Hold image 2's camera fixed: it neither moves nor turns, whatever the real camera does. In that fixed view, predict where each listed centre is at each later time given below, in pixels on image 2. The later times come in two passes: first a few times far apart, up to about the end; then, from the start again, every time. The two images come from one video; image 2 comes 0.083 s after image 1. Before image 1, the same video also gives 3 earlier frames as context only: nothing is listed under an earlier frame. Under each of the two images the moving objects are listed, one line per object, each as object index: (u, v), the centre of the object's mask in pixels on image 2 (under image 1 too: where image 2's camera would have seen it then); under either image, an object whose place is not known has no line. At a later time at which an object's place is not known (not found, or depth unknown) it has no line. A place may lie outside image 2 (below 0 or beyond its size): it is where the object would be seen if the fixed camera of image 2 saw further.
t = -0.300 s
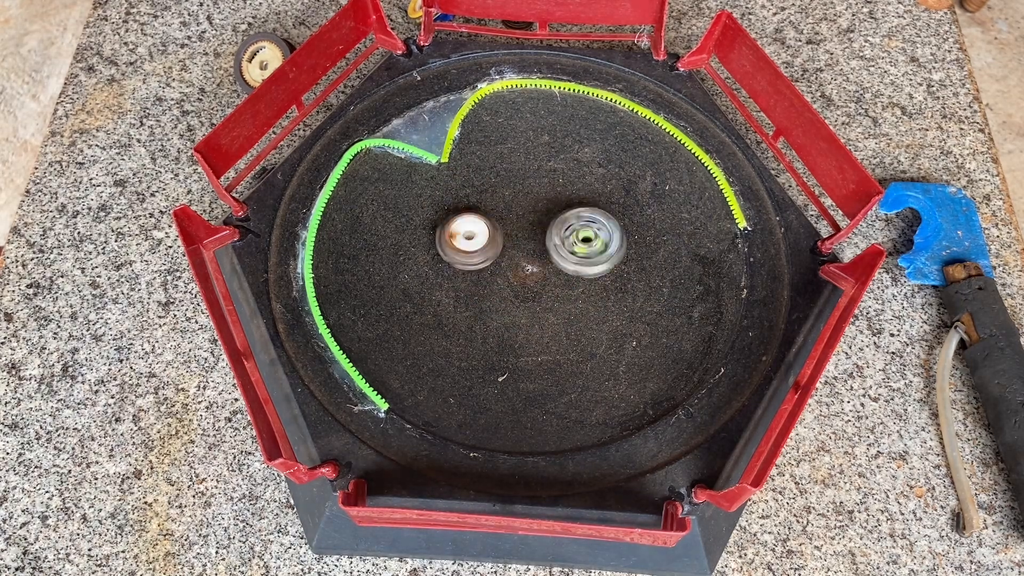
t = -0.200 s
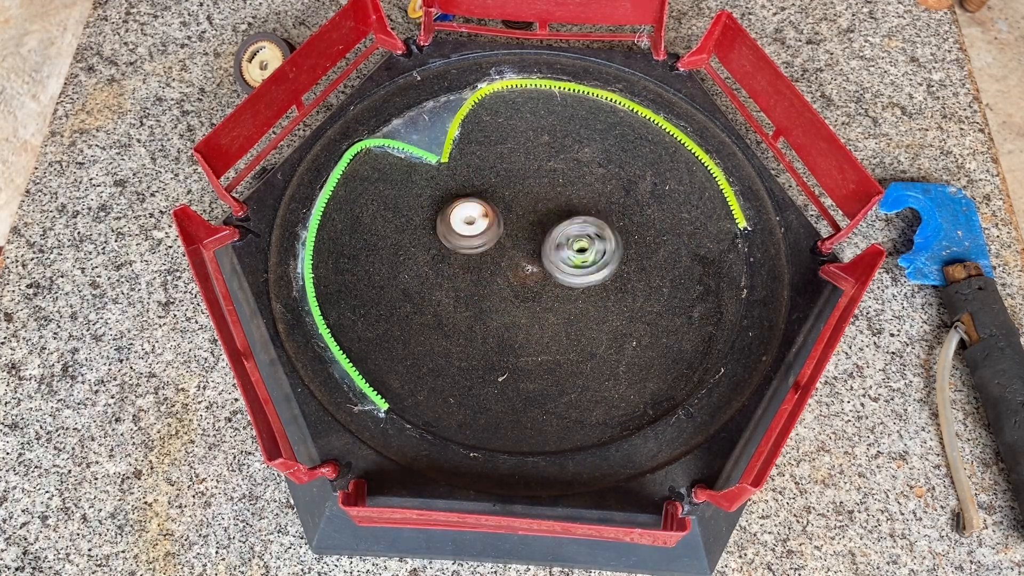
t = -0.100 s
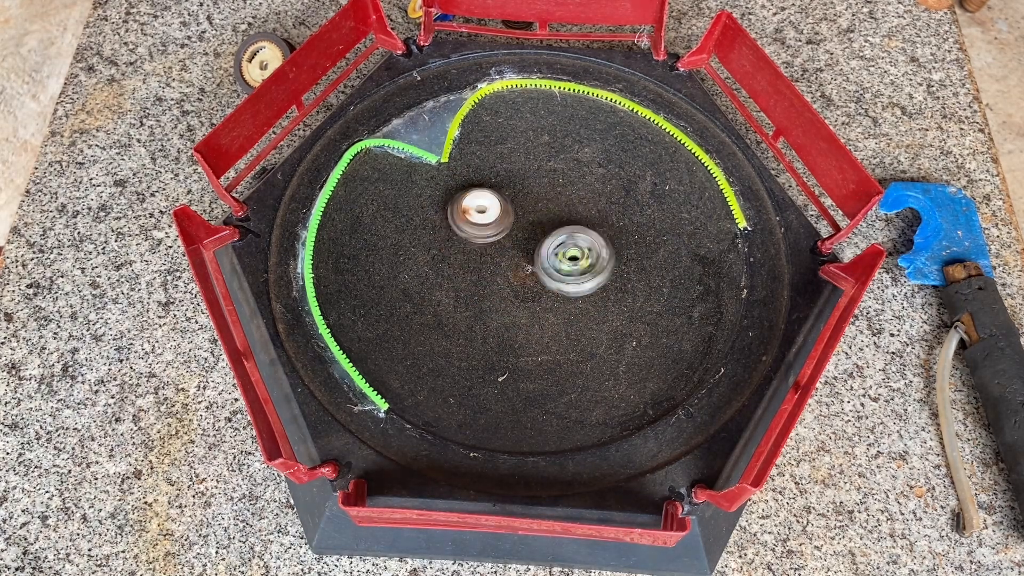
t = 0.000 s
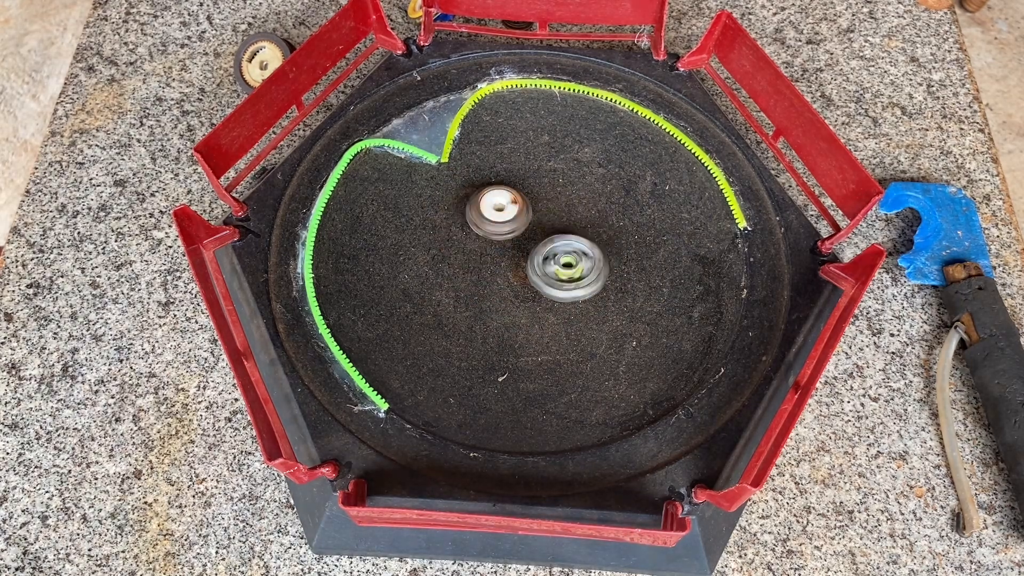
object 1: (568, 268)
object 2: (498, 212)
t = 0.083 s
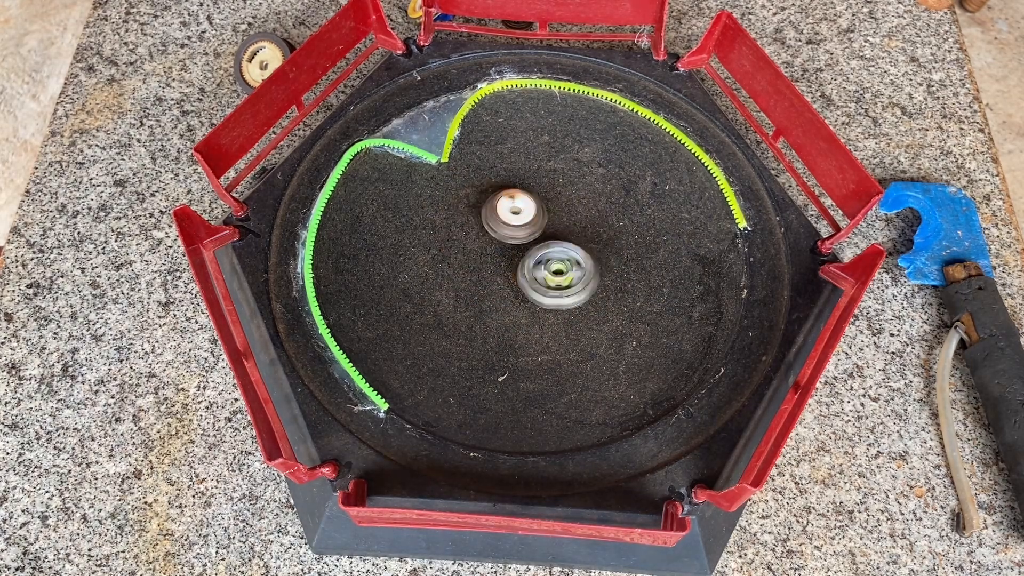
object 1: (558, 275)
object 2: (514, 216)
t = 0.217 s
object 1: (540, 283)
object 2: (537, 224)
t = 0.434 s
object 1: (516, 291)
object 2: (572, 240)
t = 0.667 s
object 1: (493, 282)
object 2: (584, 270)
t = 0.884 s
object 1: (478, 269)
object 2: (558, 290)
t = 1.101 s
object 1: (468, 246)
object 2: (538, 298)
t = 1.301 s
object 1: (468, 222)
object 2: (522, 287)
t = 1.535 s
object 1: (510, 212)
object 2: (526, 287)
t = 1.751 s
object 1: (537, 233)
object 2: (541, 317)
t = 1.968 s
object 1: (516, 261)
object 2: (547, 315)
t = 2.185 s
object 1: (482, 236)
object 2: (556, 303)
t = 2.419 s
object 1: (436, 196)
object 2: (555, 279)
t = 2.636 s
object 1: (444, 201)
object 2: (538, 254)
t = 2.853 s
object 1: (495, 189)
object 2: (519, 248)
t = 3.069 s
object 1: (501, 170)
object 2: (507, 261)
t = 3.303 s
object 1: (477, 193)
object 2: (494, 260)
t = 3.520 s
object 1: (476, 192)
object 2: (494, 261)
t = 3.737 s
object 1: (503, 179)
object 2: (499, 259)
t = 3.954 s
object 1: (498, 189)
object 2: (505, 251)
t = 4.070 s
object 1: (481, 194)
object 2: (511, 250)
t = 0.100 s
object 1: (557, 277)
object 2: (516, 217)
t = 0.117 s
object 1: (554, 279)
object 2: (518, 218)
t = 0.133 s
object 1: (551, 280)
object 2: (520, 219)
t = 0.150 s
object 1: (549, 280)
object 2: (523, 220)
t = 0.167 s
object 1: (547, 282)
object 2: (528, 221)
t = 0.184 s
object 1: (545, 283)
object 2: (531, 222)
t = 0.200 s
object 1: (542, 283)
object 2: (534, 223)
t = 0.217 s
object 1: (540, 283)
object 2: (537, 224)
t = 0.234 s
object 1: (539, 285)
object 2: (540, 225)
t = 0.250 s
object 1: (537, 287)
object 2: (543, 226)
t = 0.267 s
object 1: (535, 288)
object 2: (546, 226)
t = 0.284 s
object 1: (532, 289)
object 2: (549, 227)
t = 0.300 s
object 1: (530, 289)
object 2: (552, 229)
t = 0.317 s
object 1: (529, 289)
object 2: (554, 230)
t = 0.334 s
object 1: (528, 290)
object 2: (557, 231)
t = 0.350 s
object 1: (526, 291)
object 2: (560, 232)
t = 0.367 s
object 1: (523, 290)
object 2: (563, 234)
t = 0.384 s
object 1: (522, 289)
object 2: (565, 235)
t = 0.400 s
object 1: (521, 289)
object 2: (568, 236)
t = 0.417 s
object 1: (519, 291)
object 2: (570, 238)
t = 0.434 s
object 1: (516, 291)
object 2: (572, 240)
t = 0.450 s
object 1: (514, 290)
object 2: (574, 241)
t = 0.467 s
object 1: (513, 289)
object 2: (576, 243)
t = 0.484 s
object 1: (512, 289)
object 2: (578, 245)
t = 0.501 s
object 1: (510, 289)
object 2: (580, 247)
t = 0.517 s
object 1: (507, 289)
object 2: (581, 249)
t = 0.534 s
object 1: (505, 288)
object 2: (582, 252)
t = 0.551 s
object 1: (503, 286)
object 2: (583, 254)
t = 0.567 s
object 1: (502, 286)
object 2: (584, 256)
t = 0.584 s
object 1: (500, 286)
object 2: (584, 257)
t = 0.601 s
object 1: (498, 285)
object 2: (585, 260)
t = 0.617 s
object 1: (496, 284)
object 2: (585, 262)
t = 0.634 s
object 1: (495, 282)
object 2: (585, 265)
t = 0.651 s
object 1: (494, 282)
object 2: (584, 267)
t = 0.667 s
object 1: (493, 282)
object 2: (584, 270)
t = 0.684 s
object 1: (490, 281)
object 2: (583, 272)
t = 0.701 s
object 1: (488, 280)
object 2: (582, 274)
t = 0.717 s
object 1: (487, 278)
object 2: (580, 276)
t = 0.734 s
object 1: (487, 277)
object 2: (579, 278)
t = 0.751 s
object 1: (486, 277)
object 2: (577, 281)
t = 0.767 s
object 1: (484, 277)
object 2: (575, 282)
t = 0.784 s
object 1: (483, 276)
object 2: (573, 283)
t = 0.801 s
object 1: (482, 274)
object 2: (571, 285)
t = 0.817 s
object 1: (482, 273)
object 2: (568, 287)
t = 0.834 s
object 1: (482, 273)
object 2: (565, 287)
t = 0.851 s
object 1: (480, 272)
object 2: (563, 288)
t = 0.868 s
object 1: (479, 271)
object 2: (561, 289)
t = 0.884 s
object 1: (478, 269)
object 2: (558, 290)
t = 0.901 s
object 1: (479, 268)
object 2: (555, 291)
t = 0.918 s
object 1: (479, 268)
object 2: (552, 291)
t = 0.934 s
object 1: (479, 268)
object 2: (550, 292)
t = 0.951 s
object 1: (478, 267)
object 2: (547, 292)
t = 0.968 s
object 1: (477, 266)
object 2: (544, 293)
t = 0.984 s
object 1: (478, 263)
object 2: (541, 293)
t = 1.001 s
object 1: (477, 260)
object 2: (540, 293)
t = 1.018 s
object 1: (477, 258)
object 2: (540, 294)
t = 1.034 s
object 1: (475, 256)
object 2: (538, 295)
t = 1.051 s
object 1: (472, 253)
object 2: (540, 296)
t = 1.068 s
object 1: (469, 250)
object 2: (540, 297)
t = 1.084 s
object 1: (469, 248)
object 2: (539, 298)
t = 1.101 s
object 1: (468, 246)
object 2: (538, 298)
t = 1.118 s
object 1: (466, 245)
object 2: (538, 298)
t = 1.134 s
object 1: (465, 243)
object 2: (536, 297)
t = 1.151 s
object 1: (464, 241)
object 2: (535, 297)
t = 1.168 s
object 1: (463, 238)
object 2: (533, 297)
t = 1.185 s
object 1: (462, 236)
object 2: (531, 296)
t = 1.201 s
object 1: (461, 232)
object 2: (530, 295)
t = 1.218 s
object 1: (461, 229)
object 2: (528, 294)
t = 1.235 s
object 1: (463, 227)
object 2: (526, 293)
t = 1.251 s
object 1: (465, 225)
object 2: (525, 292)
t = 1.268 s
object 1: (466, 224)
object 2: (524, 291)
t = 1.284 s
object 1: (467, 223)
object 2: (523, 288)
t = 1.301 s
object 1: (468, 222)
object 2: (522, 287)
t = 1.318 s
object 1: (471, 219)
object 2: (520, 285)
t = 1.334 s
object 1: (474, 217)
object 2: (519, 284)
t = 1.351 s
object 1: (477, 216)
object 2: (519, 282)
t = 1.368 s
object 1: (480, 216)
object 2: (518, 280)
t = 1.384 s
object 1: (482, 216)
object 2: (517, 278)
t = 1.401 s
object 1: (485, 215)
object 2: (516, 276)
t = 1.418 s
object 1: (487, 214)
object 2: (517, 277)
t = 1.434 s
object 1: (489, 213)
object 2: (518, 278)
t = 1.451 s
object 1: (493, 212)
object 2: (519, 278)
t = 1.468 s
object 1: (496, 212)
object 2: (520, 278)
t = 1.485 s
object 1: (500, 213)
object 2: (520, 278)
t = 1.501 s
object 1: (503, 214)
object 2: (522, 279)
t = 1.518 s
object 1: (507, 214)
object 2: (524, 282)
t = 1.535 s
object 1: (510, 212)
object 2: (526, 287)
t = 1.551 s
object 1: (513, 212)
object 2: (527, 292)
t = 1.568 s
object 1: (516, 212)
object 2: (529, 296)
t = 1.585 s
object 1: (520, 214)
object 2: (530, 298)
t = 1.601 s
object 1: (524, 215)
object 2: (531, 300)
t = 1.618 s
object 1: (527, 217)
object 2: (532, 303)
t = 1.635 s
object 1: (529, 220)
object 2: (533, 306)
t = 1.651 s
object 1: (530, 223)
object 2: (535, 308)
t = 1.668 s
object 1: (531, 224)
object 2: (536, 309)
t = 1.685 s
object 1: (531, 226)
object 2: (537, 310)
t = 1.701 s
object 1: (532, 226)
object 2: (538, 312)
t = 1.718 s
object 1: (534, 228)
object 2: (539, 314)
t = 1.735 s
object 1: (535, 230)
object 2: (540, 316)
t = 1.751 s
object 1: (537, 233)
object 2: (541, 317)
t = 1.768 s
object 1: (537, 237)
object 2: (542, 317)
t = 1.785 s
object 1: (537, 239)
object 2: (544, 319)
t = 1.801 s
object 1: (536, 242)
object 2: (544, 319)
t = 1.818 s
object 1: (535, 246)
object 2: (546, 321)
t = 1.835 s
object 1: (534, 248)
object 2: (546, 321)
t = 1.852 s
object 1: (533, 250)
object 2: (546, 321)
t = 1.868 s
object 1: (531, 252)
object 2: (546, 319)
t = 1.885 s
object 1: (530, 254)
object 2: (545, 319)
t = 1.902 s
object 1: (528, 256)
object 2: (545, 318)
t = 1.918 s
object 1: (526, 257)
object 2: (546, 317)
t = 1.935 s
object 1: (523, 259)
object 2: (546, 316)
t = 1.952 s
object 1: (520, 260)
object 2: (546, 315)
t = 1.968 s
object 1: (516, 261)
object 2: (547, 315)
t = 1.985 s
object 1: (514, 261)
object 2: (547, 314)
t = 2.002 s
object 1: (512, 261)
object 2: (548, 312)
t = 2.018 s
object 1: (510, 261)
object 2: (548, 310)
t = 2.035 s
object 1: (508, 260)
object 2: (548, 309)
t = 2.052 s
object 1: (505, 259)
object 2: (549, 308)
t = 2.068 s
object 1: (503, 258)
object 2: (549, 306)
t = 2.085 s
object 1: (501, 257)
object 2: (550, 305)
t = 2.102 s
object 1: (500, 255)
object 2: (551, 305)
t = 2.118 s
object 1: (497, 251)
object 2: (553, 306)
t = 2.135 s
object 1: (494, 247)
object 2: (554, 305)
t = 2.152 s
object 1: (490, 244)
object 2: (555, 304)
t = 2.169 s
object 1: (486, 240)
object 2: (555, 304)
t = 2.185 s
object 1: (482, 236)
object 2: (556, 303)
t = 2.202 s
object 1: (478, 232)
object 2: (557, 302)
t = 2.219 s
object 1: (475, 228)
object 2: (557, 301)
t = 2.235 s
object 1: (471, 224)
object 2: (557, 299)
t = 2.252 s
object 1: (467, 220)
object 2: (558, 297)
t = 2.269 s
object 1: (463, 216)
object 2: (558, 296)
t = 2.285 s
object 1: (459, 213)
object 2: (558, 295)
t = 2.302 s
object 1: (455, 210)
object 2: (558, 293)
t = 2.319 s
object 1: (452, 207)
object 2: (558, 291)
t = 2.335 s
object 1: (449, 204)
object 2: (557, 288)
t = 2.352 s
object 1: (446, 202)
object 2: (557, 286)
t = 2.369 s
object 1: (443, 200)
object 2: (557, 285)
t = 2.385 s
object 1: (440, 198)
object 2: (556, 283)
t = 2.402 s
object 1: (438, 197)
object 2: (556, 281)
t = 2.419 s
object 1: (436, 196)
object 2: (555, 279)
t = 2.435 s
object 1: (435, 195)
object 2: (554, 277)
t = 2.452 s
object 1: (435, 194)
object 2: (553, 275)
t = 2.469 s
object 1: (435, 194)
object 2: (552, 272)
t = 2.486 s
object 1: (435, 194)
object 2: (550, 270)
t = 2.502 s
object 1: (436, 194)
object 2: (549, 268)
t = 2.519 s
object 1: (436, 195)
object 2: (548, 267)
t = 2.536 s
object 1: (437, 196)
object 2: (547, 265)
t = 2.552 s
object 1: (437, 197)
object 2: (546, 263)
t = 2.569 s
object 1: (438, 198)
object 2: (544, 260)
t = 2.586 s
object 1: (438, 199)
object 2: (542, 259)
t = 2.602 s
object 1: (440, 200)
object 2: (541, 257)
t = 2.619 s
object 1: (441, 201)
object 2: (539, 255)
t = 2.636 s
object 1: (444, 201)
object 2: (538, 254)
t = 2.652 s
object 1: (447, 201)
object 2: (536, 252)
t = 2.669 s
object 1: (450, 201)
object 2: (535, 250)
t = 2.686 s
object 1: (454, 201)
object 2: (531, 249)
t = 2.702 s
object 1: (458, 201)
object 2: (528, 248)
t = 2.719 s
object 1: (463, 202)
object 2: (526, 246)
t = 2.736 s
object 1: (467, 202)
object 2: (524, 246)
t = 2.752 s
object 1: (471, 201)
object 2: (523, 245)
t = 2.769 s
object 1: (475, 200)
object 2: (522, 245)
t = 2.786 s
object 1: (480, 199)
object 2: (522, 246)
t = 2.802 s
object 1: (485, 196)
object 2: (521, 246)
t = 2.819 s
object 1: (489, 194)
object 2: (520, 246)
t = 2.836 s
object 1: (492, 191)
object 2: (519, 246)
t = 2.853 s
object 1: (495, 189)
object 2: (519, 248)
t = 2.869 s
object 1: (497, 187)
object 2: (518, 248)
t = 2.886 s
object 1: (499, 184)
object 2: (517, 249)
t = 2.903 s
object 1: (501, 182)
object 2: (517, 251)
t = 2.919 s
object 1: (502, 179)
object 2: (516, 253)
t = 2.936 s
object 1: (502, 176)
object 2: (515, 254)
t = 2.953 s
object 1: (502, 174)
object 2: (515, 255)
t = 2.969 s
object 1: (502, 172)
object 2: (514, 256)
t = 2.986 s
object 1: (501, 171)
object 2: (513, 257)
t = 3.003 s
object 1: (501, 170)
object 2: (512, 258)
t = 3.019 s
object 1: (500, 169)
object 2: (511, 259)
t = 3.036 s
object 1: (500, 169)
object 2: (510, 260)
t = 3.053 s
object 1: (501, 170)
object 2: (509, 261)
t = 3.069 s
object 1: (501, 170)
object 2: (507, 261)
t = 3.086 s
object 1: (501, 172)
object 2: (505, 262)
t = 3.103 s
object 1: (502, 173)
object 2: (504, 262)
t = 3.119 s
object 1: (502, 175)
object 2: (503, 263)
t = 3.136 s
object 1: (502, 178)
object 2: (501, 263)
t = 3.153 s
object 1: (502, 180)
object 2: (501, 263)
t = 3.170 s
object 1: (500, 183)
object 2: (500, 262)
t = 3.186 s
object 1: (499, 186)
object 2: (499, 262)
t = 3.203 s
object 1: (496, 189)
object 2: (498, 262)
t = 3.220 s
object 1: (493, 191)
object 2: (497, 262)
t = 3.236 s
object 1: (491, 192)
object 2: (495, 263)
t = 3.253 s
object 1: (487, 193)
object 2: (495, 262)
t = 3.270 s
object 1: (484, 193)
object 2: (495, 262)
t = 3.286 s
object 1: (480, 193)
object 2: (494, 261)
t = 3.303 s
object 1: (477, 193)
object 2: (494, 260)
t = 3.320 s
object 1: (475, 192)
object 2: (493, 260)
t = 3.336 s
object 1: (473, 191)
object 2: (492, 261)
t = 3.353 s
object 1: (472, 190)
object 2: (492, 262)
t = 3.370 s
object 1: (471, 189)
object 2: (493, 262)
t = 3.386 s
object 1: (470, 189)
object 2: (493, 262)
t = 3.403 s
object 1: (470, 188)
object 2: (493, 262)
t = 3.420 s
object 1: (470, 188)
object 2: (493, 261)
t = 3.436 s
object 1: (470, 188)
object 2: (493, 262)
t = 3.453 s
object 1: (470, 189)
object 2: (492, 262)
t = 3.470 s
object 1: (471, 190)
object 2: (493, 262)
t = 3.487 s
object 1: (472, 190)
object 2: (494, 262)
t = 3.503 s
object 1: (474, 191)
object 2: (494, 262)
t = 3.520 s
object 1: (476, 192)
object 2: (494, 261)
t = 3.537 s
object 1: (478, 193)
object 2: (494, 261)
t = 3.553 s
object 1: (481, 194)
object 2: (494, 261)
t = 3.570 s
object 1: (484, 194)
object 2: (494, 262)
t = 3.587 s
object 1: (488, 194)
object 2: (495, 262)
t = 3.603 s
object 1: (491, 193)
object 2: (496, 262)
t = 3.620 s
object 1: (493, 192)
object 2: (496, 261)
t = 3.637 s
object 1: (496, 191)
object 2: (497, 260)
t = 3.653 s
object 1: (498, 189)
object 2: (497, 260)
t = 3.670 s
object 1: (500, 187)
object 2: (497, 260)
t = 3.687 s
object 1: (501, 185)
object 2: (497, 260)
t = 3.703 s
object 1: (502, 183)
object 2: (498, 260)
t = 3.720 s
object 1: (503, 181)
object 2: (498, 260)
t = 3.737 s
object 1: (503, 179)
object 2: (499, 259)
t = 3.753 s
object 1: (503, 178)
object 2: (499, 259)
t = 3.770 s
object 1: (503, 178)
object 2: (500, 258)
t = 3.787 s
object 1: (503, 177)
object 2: (500, 258)
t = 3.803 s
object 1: (503, 177)
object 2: (501, 258)
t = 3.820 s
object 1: (503, 177)
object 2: (501, 257)
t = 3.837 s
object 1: (503, 178)
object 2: (502, 256)
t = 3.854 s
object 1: (503, 179)
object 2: (503, 255)
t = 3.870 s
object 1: (503, 180)
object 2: (503, 254)
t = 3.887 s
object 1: (502, 182)
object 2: (503, 254)
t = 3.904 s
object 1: (502, 184)
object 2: (504, 254)
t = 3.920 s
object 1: (501, 185)
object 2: (504, 253)
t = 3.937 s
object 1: (499, 187)
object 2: (504, 252)
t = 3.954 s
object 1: (498, 189)
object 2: (505, 251)
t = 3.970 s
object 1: (496, 190)
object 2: (506, 251)
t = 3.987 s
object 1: (493, 191)
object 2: (506, 251)
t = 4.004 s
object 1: (490, 192)
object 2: (507, 251)
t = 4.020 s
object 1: (488, 192)
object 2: (508, 250)
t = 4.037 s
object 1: (485, 193)
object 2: (509, 250)
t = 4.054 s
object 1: (483, 194)
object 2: (510, 250)
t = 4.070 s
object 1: (481, 194)
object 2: (511, 250)
